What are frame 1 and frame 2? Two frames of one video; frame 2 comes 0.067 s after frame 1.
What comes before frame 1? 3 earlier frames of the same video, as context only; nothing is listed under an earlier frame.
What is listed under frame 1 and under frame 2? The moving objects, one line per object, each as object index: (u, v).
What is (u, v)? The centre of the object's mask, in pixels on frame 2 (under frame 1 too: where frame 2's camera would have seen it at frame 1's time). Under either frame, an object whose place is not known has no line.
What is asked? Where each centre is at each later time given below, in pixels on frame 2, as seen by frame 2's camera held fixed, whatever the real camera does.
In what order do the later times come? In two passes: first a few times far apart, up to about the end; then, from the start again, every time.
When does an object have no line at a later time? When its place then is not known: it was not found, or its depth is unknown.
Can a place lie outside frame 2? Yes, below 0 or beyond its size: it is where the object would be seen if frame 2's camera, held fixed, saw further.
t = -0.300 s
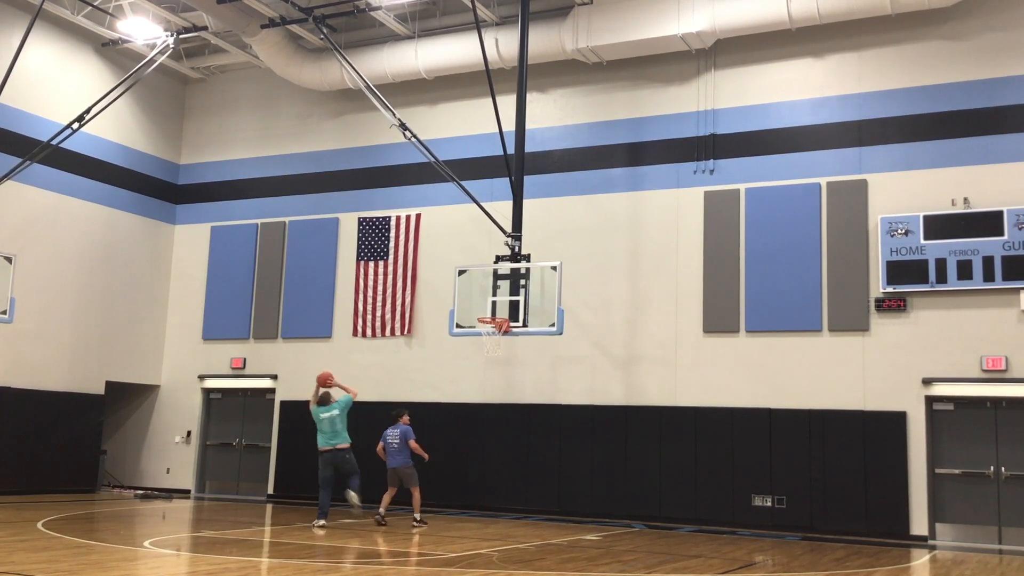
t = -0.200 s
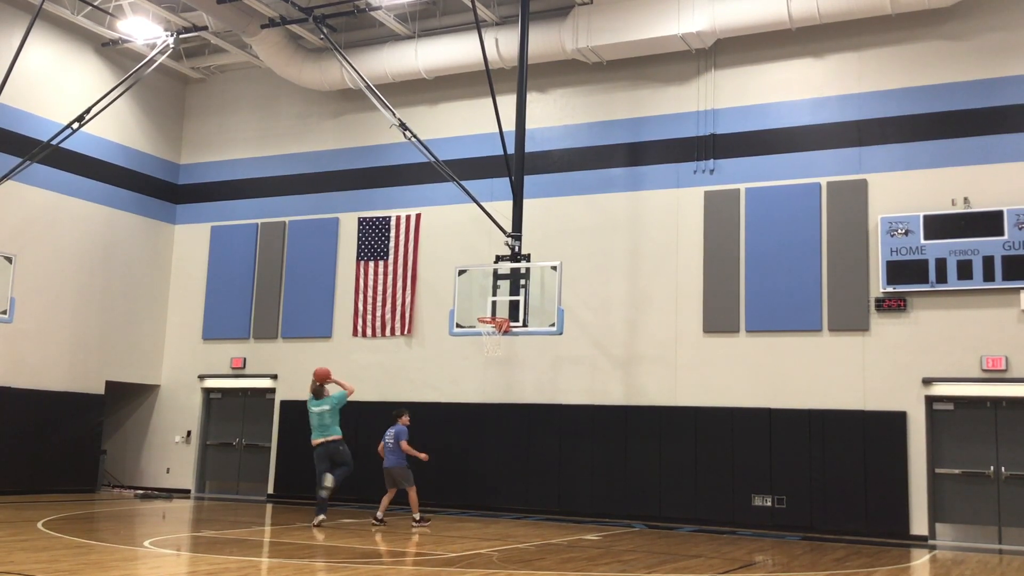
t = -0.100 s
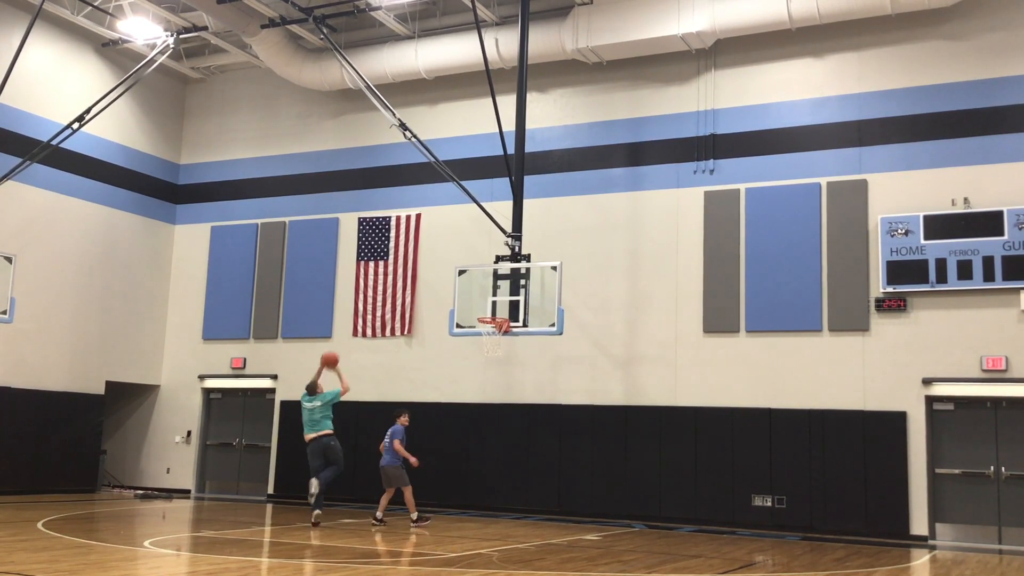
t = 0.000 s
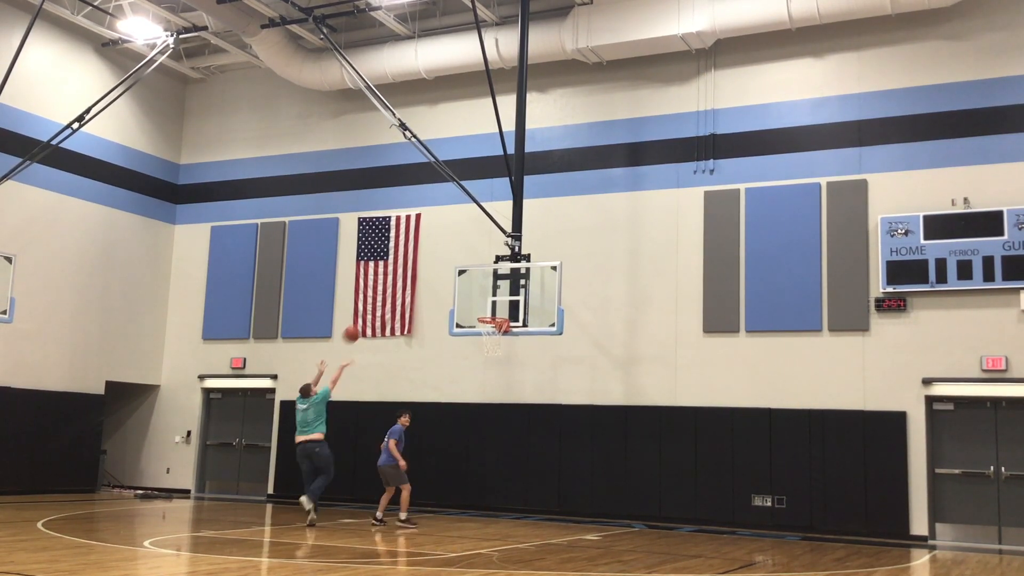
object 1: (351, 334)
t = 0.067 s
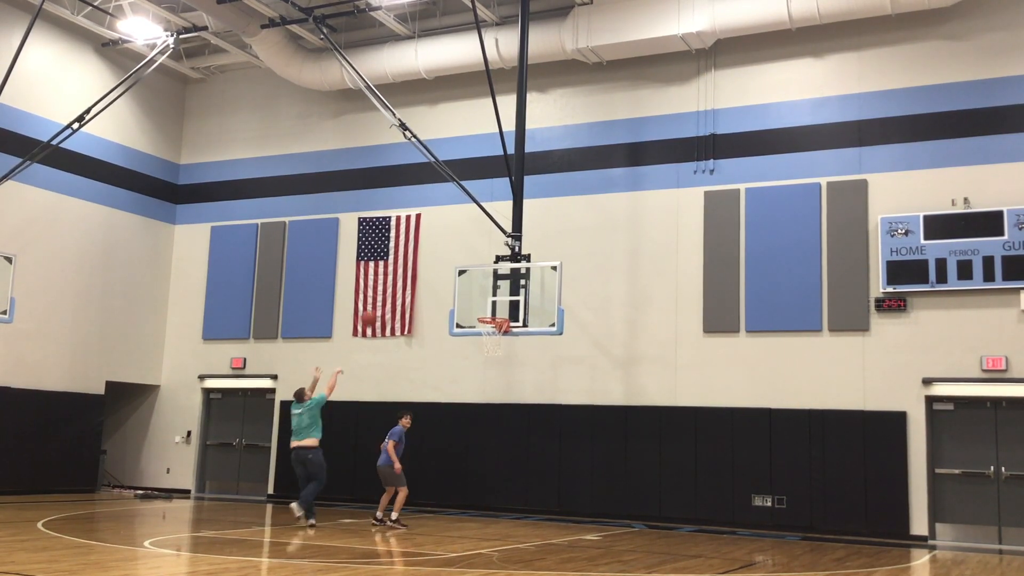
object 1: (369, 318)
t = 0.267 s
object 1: (416, 291)
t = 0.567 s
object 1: (480, 299)
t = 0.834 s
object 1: (510, 292)
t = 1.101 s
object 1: (524, 290)
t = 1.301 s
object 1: (534, 318)
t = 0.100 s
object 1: (377, 312)
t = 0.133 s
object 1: (385, 306)
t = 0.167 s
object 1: (393, 301)
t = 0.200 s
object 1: (400, 297)
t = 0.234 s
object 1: (409, 293)
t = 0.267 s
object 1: (416, 291)
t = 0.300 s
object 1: (424, 289)
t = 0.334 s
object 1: (431, 288)
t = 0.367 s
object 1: (438, 287)
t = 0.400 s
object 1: (445, 287)
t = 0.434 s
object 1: (452, 288)
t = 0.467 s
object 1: (459, 290)
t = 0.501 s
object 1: (466, 292)
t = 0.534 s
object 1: (473, 295)
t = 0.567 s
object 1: (480, 299)
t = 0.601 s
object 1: (487, 303)
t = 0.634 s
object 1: (493, 308)
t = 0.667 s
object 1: (500, 312)
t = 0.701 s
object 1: (502, 309)
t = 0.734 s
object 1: (504, 304)
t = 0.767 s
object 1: (506, 299)
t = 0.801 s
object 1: (508, 295)
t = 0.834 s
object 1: (510, 292)
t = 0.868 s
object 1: (512, 289)
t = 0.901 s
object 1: (514, 288)
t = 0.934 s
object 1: (515, 286)
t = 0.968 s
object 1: (517, 286)
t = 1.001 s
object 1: (519, 286)
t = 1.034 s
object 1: (520, 286)
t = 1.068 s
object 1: (522, 288)
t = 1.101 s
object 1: (524, 290)
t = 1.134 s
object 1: (526, 293)
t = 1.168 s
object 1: (527, 297)
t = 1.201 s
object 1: (529, 301)
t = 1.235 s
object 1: (531, 307)
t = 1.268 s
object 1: (532, 312)
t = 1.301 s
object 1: (534, 318)
